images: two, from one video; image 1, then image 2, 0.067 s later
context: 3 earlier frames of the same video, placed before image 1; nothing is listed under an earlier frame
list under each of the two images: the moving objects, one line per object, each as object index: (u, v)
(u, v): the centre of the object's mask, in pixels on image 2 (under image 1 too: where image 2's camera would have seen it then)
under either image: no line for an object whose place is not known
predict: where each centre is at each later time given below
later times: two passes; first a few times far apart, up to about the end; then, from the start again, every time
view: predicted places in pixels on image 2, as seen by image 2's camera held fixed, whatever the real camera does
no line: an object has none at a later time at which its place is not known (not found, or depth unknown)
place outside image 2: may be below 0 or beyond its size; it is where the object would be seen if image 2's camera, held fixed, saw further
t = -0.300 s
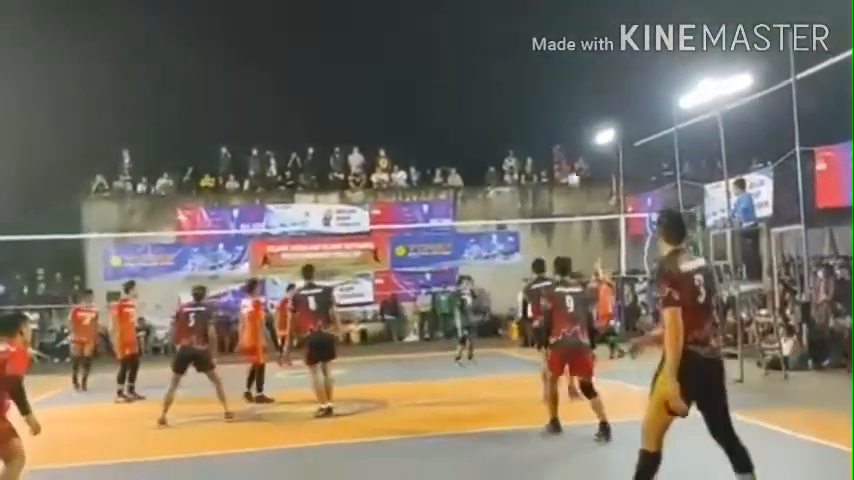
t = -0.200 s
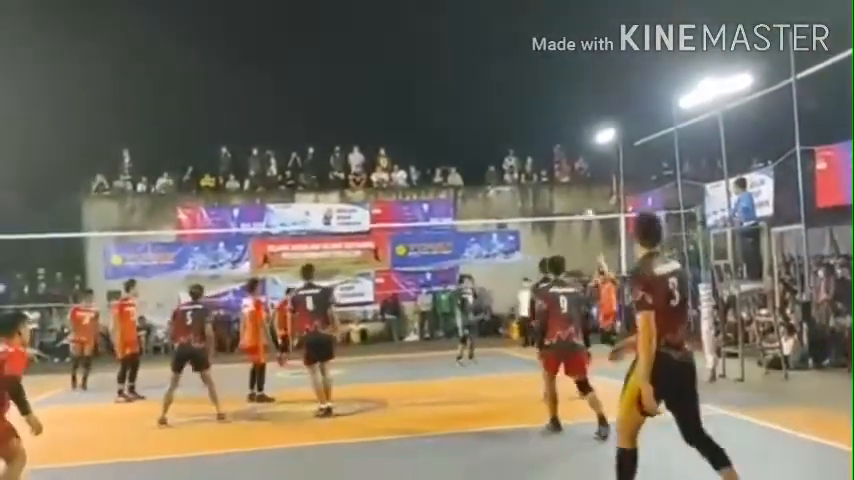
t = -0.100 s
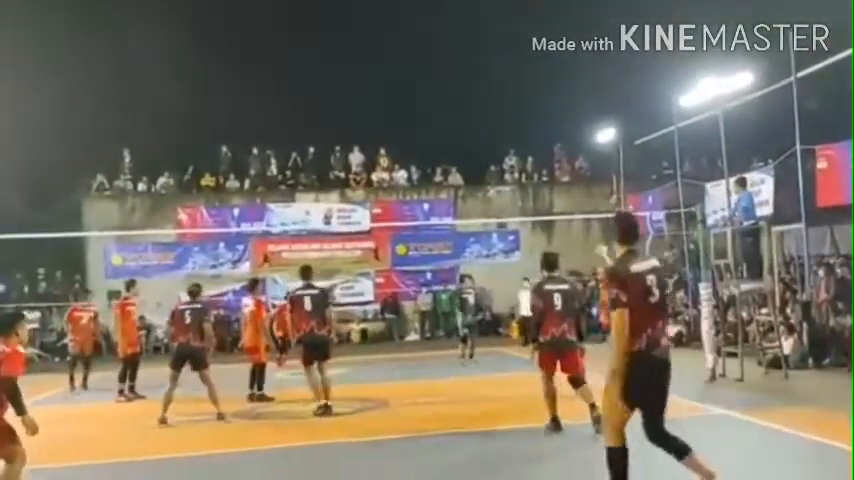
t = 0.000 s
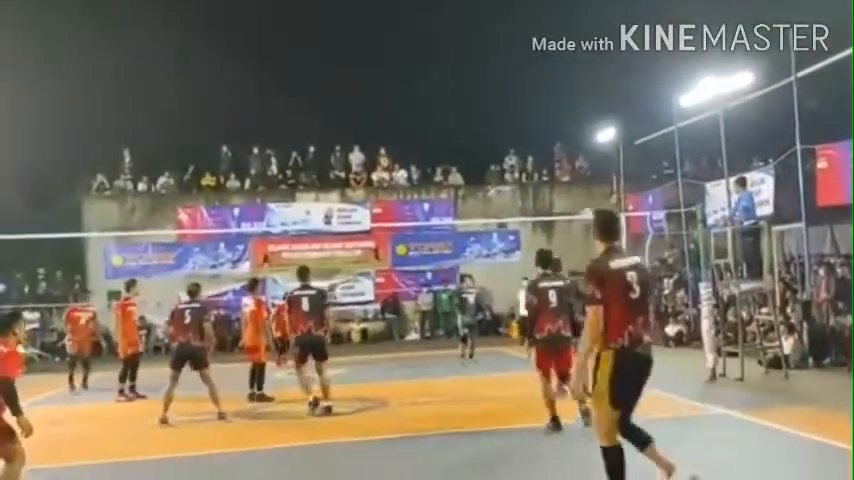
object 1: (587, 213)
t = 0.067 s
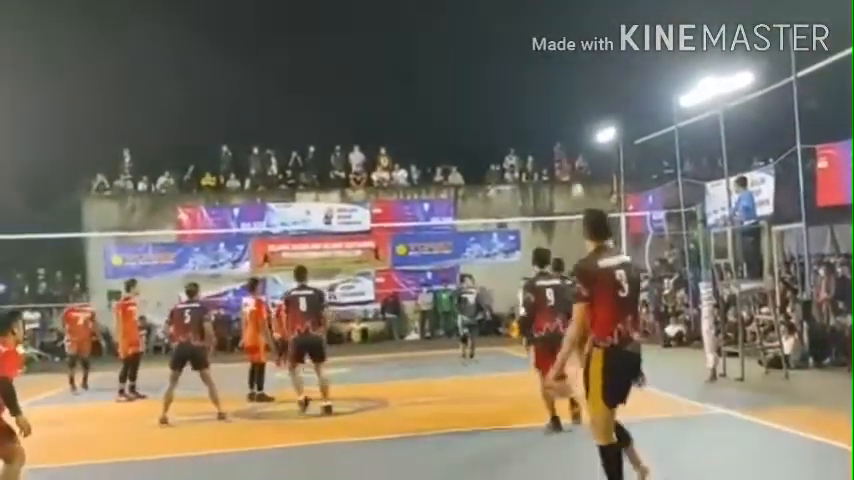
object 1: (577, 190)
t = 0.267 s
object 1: (545, 132)
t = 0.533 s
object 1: (504, 85)
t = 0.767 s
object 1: (470, 73)
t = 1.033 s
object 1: (431, 96)
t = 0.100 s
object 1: (571, 180)
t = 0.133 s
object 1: (565, 170)
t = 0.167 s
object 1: (560, 159)
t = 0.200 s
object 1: (555, 150)
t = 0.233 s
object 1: (550, 140)
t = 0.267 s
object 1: (545, 132)
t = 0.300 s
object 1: (540, 124)
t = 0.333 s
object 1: (535, 117)
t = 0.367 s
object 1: (530, 111)
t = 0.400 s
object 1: (524, 104)
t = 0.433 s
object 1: (519, 99)
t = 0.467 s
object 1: (514, 94)
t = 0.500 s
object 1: (509, 89)
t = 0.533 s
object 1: (504, 85)
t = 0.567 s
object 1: (500, 82)
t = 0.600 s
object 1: (495, 79)
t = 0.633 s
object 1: (490, 76)
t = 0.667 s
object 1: (484, 74)
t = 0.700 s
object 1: (479, 73)
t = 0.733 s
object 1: (474, 73)
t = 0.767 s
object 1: (470, 73)
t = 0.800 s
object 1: (464, 73)
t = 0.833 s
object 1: (460, 75)
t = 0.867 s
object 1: (455, 77)
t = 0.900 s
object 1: (450, 80)
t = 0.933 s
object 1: (445, 83)
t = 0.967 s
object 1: (441, 87)
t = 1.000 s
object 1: (436, 91)
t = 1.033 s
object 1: (431, 96)
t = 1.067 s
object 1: (426, 102)
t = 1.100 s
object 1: (422, 108)
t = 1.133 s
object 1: (418, 115)
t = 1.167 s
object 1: (413, 123)
